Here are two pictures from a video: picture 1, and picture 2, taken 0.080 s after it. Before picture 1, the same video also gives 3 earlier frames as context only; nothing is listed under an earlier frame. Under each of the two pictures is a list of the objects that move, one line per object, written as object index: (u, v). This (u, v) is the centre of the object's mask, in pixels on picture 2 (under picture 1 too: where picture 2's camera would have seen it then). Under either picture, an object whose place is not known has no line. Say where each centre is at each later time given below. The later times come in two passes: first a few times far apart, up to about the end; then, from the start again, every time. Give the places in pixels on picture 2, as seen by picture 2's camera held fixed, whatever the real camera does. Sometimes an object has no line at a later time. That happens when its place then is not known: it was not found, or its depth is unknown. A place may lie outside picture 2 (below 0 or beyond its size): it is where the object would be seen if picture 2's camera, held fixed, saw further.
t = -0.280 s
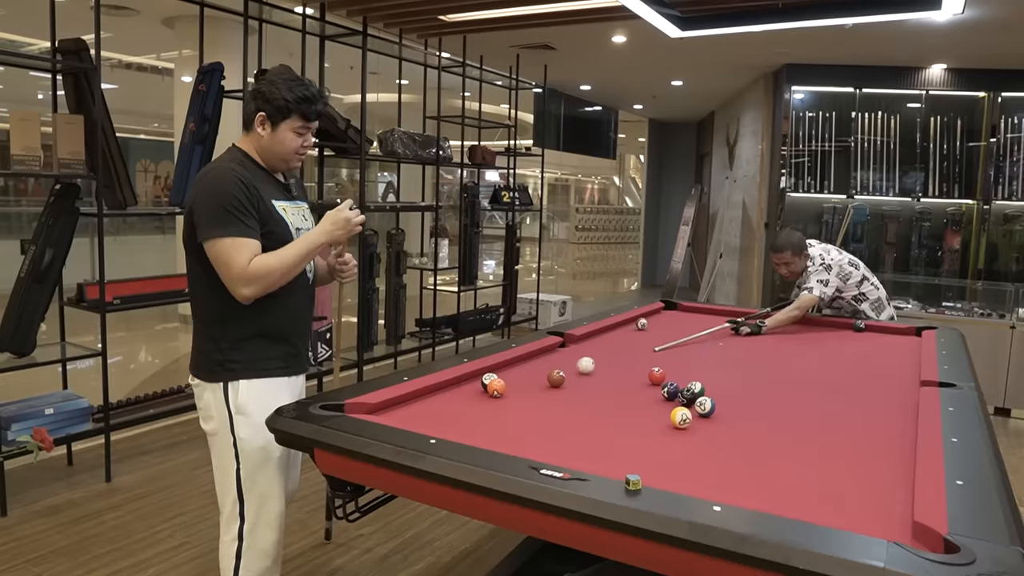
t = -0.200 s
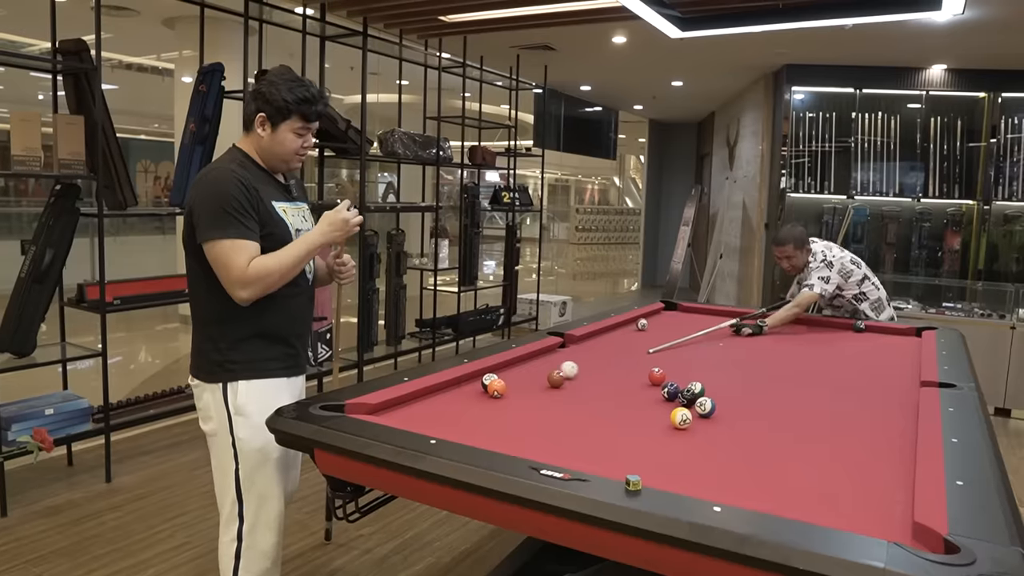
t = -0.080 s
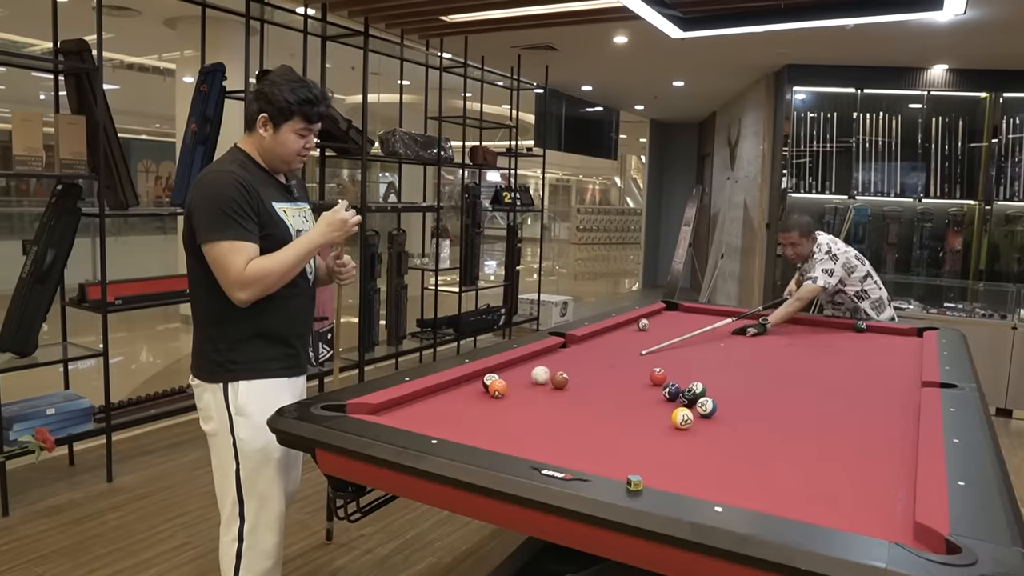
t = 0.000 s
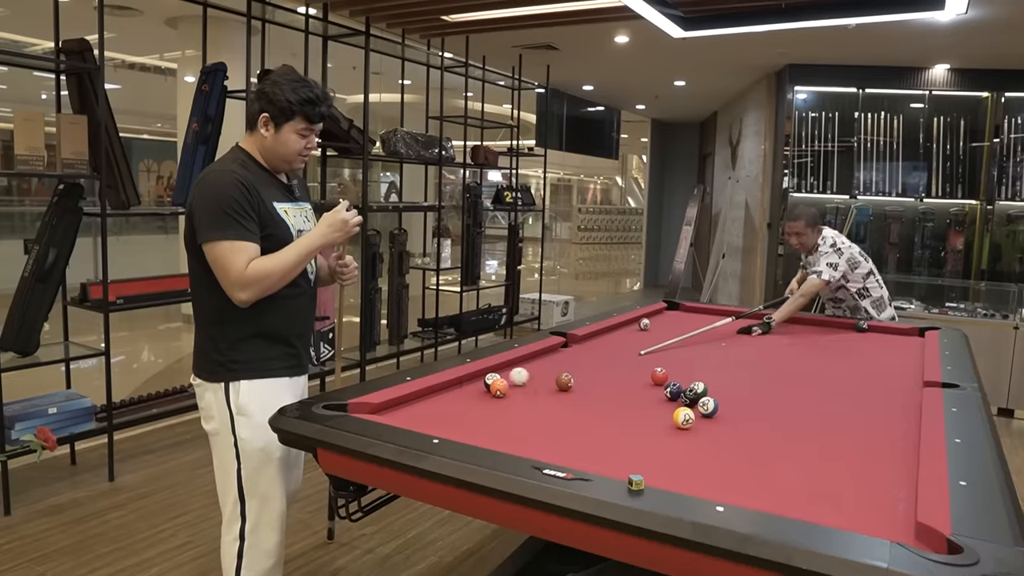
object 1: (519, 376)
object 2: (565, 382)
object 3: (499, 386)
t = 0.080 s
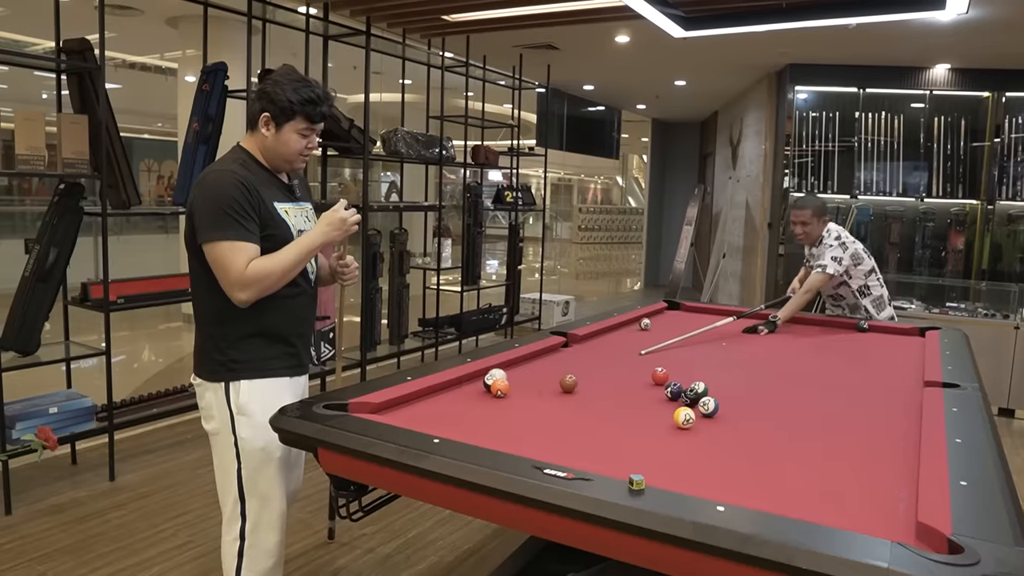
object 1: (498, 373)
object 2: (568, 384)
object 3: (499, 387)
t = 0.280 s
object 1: (489, 377)
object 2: (577, 388)
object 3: (508, 394)
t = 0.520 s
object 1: (510, 380)
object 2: (588, 394)
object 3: (518, 401)
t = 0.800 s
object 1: (535, 383)
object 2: (599, 401)
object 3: (529, 410)
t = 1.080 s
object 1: (558, 386)
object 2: (610, 408)
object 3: (540, 418)
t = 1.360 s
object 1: (578, 388)
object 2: (621, 414)
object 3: (551, 427)
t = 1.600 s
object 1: (595, 390)
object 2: (629, 418)
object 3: (560, 433)
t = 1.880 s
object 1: (612, 392)
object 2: (638, 424)
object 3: (570, 441)
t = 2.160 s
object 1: (627, 394)
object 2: (645, 428)
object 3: (579, 448)
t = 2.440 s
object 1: (640, 396)
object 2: (652, 431)
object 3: (588, 453)
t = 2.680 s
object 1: (649, 397)
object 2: (657, 434)
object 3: (594, 456)
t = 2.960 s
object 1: (657, 398)
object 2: (660, 436)
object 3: (600, 459)
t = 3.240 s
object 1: (663, 399)
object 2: (662, 438)
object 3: (605, 462)
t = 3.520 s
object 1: (666, 399)
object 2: (663, 438)
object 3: (608, 464)
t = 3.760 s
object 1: (668, 400)
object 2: (663, 438)
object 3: (609, 462)
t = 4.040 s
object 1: (668, 400)
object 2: (663, 438)
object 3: (609, 463)
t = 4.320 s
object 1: (667, 400)
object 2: (663, 438)
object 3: (609, 462)
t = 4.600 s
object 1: (668, 400)
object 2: (663, 438)
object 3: (609, 462)
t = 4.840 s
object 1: (668, 400)
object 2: (663, 438)
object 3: (609, 462)
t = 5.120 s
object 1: (668, 400)
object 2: (663, 438)
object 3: (609, 462)
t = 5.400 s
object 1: (668, 400)
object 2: (663, 438)
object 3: (609, 462)
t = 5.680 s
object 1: (668, 400)
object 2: (663, 438)
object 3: (609, 462)
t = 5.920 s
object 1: (667, 400)
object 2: (663, 438)
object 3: (608, 462)
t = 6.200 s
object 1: (668, 400)
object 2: (663, 438)
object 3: (609, 462)
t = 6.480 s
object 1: (667, 400)
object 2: (663, 438)
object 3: (609, 462)
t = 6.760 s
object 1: (667, 400)
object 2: (663, 438)
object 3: (609, 462)
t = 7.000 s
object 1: (667, 400)
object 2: (663, 438)
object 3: (609, 462)
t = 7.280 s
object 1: (667, 400)
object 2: (663, 438)
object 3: (608, 462)
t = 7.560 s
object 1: (667, 400)
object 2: (663, 438)
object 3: (608, 462)
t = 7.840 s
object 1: (667, 400)
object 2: (663, 438)
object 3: (608, 464)
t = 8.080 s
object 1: (667, 400)
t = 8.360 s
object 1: (667, 400)
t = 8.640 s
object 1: (667, 400)
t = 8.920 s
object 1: (667, 400)
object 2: (663, 438)
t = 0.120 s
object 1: (487, 373)
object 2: (570, 384)
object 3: (500, 388)
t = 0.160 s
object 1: (476, 374)
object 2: (572, 385)
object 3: (503, 390)
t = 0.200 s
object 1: (480, 373)
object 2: (574, 386)
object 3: (505, 392)
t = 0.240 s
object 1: (487, 375)
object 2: (575, 387)
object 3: (507, 393)
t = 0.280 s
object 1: (489, 377)
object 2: (577, 388)
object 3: (508, 394)
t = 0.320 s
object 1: (492, 378)
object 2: (579, 390)
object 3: (510, 395)
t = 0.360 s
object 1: (496, 379)
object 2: (581, 390)
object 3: (512, 396)
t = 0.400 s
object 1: (500, 379)
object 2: (582, 391)
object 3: (513, 398)
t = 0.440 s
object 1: (503, 379)
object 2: (584, 393)
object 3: (515, 399)
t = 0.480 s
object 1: (507, 380)
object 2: (586, 393)
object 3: (517, 400)
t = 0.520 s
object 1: (510, 380)
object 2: (588, 394)
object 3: (518, 401)
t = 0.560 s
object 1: (514, 381)
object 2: (589, 396)
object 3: (520, 403)
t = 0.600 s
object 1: (517, 381)
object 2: (591, 396)
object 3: (522, 404)
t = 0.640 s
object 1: (521, 382)
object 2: (592, 397)
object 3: (523, 405)
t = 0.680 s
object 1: (525, 382)
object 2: (594, 398)
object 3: (525, 407)
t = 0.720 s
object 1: (528, 382)
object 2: (596, 399)
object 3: (526, 407)
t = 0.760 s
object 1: (532, 383)
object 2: (597, 400)
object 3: (528, 409)
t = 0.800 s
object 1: (535, 383)
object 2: (599, 401)
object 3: (529, 410)
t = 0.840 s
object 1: (538, 383)
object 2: (601, 402)
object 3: (531, 411)
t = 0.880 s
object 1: (542, 384)
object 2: (603, 403)
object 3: (533, 412)
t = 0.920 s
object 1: (545, 384)
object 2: (604, 404)
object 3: (534, 414)
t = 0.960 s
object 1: (548, 385)
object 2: (606, 405)
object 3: (536, 415)
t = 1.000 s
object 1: (551, 385)
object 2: (607, 406)
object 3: (537, 416)
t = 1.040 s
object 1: (554, 385)
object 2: (609, 407)
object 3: (539, 417)
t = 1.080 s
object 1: (558, 386)
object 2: (610, 408)
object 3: (540, 418)
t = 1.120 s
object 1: (561, 386)
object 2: (612, 409)
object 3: (542, 420)
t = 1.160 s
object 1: (564, 387)
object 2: (613, 409)
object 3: (544, 421)
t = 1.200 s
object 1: (567, 387)
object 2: (615, 410)
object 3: (546, 422)
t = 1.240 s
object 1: (570, 387)
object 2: (617, 411)
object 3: (547, 423)
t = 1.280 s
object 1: (573, 388)
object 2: (618, 412)
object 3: (548, 424)
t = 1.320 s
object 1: (575, 388)
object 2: (620, 413)
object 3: (550, 425)
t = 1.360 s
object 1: (578, 388)
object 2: (621, 414)
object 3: (551, 427)
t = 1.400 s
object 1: (581, 388)
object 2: (623, 414)
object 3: (553, 428)
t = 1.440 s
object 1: (584, 389)
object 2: (624, 415)
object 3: (554, 429)
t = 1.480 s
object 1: (587, 389)
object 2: (625, 416)
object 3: (556, 430)
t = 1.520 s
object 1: (590, 389)
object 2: (627, 417)
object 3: (557, 431)
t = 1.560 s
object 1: (592, 390)
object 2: (628, 417)
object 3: (558, 432)
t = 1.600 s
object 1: (595, 390)
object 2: (629, 418)
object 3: (560, 433)
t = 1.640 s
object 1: (597, 390)
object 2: (630, 419)
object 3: (562, 435)
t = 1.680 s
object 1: (600, 391)
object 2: (632, 419)
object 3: (564, 436)
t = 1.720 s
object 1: (602, 391)
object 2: (633, 420)
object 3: (565, 437)
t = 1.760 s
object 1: (605, 391)
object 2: (635, 421)
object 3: (566, 438)
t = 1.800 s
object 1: (607, 391)
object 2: (636, 422)
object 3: (567, 439)
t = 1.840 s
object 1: (609, 392)
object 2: (637, 423)
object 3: (569, 440)
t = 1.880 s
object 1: (612, 392)
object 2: (638, 424)
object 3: (570, 441)
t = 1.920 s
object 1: (614, 392)
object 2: (639, 424)
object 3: (572, 442)
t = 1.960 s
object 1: (616, 393)
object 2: (640, 425)
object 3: (573, 443)
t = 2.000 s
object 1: (619, 393)
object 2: (641, 425)
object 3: (574, 444)
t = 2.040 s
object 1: (621, 393)
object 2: (642, 426)
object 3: (575, 445)
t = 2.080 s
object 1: (623, 393)
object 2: (643, 427)
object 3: (577, 446)
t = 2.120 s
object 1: (625, 394)
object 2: (644, 427)
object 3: (579, 447)
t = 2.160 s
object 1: (627, 394)
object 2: (645, 428)
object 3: (579, 448)
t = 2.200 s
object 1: (629, 394)
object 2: (646, 428)
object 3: (581, 449)
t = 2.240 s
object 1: (631, 394)
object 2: (647, 429)
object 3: (582, 450)
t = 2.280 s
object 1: (633, 394)
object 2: (648, 430)
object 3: (583, 450)
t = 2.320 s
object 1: (635, 395)
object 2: (649, 430)
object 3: (584, 451)
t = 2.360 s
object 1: (636, 395)
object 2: (650, 430)
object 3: (585, 452)
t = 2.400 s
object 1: (638, 395)
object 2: (651, 431)
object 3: (587, 452)
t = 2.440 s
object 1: (640, 396)
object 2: (652, 431)
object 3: (588, 453)
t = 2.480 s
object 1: (641, 396)
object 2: (653, 432)
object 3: (589, 454)
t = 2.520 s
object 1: (643, 396)
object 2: (654, 432)
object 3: (590, 454)
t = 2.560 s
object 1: (645, 396)
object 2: (654, 433)
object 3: (591, 455)
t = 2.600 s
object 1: (646, 396)
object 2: (655, 433)
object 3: (592, 455)
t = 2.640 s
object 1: (647, 397)
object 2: (656, 433)
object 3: (593, 456)
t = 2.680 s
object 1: (649, 397)
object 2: (657, 434)
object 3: (594, 456)
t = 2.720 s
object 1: (650, 397)
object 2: (657, 434)
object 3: (595, 457)
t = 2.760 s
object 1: (651, 397)
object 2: (658, 435)
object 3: (596, 457)
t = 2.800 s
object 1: (653, 397)
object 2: (658, 435)
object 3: (597, 458)
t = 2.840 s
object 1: (654, 397)
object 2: (659, 435)
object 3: (598, 458)
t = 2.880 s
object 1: (655, 397)
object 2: (659, 436)
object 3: (599, 458)
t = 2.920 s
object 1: (656, 398)
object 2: (660, 436)
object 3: (599, 459)
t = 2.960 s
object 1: (657, 398)
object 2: (660, 436)
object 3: (600, 459)
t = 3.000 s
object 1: (658, 398)
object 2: (661, 436)
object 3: (601, 460)
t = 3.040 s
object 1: (659, 398)
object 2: (661, 437)
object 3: (602, 460)
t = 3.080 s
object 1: (660, 398)
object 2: (661, 437)
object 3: (602, 461)
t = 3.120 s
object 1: (661, 398)
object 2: (662, 437)
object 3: (603, 461)
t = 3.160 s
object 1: (661, 398)
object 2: (662, 437)
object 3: (603, 462)
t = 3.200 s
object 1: (662, 398)
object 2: (662, 437)
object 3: (604, 462)
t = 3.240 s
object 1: (663, 399)
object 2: (662, 438)
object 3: (605, 462)
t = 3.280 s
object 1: (664, 399)
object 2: (663, 438)
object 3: (605, 463)
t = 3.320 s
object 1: (664, 399)
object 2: (663, 438)
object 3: (607, 464)
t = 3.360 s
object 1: (665, 399)
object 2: (663, 438)
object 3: (606, 464)
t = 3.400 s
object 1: (665, 399)
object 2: (663, 438)
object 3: (607, 464)
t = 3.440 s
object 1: (666, 399)
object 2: (663, 438)
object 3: (607, 462)
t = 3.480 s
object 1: (666, 399)
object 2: (663, 438)
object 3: (608, 462)
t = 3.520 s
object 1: (666, 399)
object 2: (663, 438)
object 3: (608, 464)
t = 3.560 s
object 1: (667, 400)
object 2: (663, 438)
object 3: (608, 464)
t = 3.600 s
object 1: (667, 400)
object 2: (663, 438)
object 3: (609, 462)
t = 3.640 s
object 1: (667, 400)
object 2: (663, 438)
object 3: (609, 462)
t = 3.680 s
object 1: (668, 400)
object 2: (663, 438)
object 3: (609, 462)
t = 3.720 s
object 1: (668, 400)
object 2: (663, 438)
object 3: (609, 463)
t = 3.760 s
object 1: (668, 400)
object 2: (663, 438)
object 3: (609, 462)
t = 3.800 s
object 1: (668, 400)
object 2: (663, 438)
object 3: (609, 462)
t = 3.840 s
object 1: (668, 400)
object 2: (663, 438)
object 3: (609, 463)
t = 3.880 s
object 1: (668, 400)
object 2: (663, 438)
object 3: (609, 463)
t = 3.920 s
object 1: (668, 400)
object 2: (663, 438)
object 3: (609, 463)
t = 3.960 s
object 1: (668, 400)
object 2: (663, 438)
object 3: (609, 462)
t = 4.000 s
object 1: (668, 400)
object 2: (663, 438)
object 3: (609, 463)
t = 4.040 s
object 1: (668, 400)
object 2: (663, 438)
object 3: (609, 463)
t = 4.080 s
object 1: (668, 400)
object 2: (663, 438)
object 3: (609, 462)
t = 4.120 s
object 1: (668, 400)
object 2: (663, 438)
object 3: (609, 462)
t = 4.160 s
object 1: (668, 400)
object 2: (663, 438)
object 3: (609, 462)
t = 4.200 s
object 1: (668, 400)
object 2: (663, 438)
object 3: (609, 462)
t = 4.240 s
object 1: (668, 400)
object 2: (663, 438)
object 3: (609, 462)
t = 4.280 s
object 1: (668, 400)
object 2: (663, 438)
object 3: (609, 462)
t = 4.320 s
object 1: (667, 400)
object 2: (663, 438)
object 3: (609, 462)
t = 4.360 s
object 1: (668, 400)
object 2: (663, 438)
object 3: (609, 462)
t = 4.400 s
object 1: (668, 400)
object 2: (663, 438)
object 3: (609, 462)
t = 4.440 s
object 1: (668, 400)
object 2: (663, 438)
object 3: (609, 462)
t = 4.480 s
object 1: (667, 400)
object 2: (663, 438)
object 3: (609, 462)
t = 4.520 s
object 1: (668, 400)
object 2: (663, 438)
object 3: (609, 462)
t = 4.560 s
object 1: (668, 400)
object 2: (663, 438)
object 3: (609, 462)
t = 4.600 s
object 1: (668, 400)
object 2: (663, 438)
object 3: (609, 462)
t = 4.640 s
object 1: (667, 400)
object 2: (663, 438)
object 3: (609, 462)
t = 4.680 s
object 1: (668, 400)
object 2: (663, 438)
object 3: (609, 462)
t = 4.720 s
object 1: (668, 400)
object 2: (663, 438)
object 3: (609, 462)
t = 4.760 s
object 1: (667, 400)
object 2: (663, 438)
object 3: (609, 462)
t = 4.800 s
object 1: (668, 400)
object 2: (663, 438)
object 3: (609, 462)
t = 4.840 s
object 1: (668, 400)
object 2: (663, 438)
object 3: (609, 462)
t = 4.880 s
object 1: (667, 400)
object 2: (663, 438)
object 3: (609, 462)
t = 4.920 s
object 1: (668, 400)
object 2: (663, 438)
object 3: (609, 462)
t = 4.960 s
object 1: (667, 400)
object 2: (663, 438)
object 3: (609, 462)
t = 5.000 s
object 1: (668, 400)
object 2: (663, 438)
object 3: (609, 462)
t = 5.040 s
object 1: (668, 399)
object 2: (663, 438)
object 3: (609, 462)
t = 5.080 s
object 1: (668, 400)
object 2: (663, 438)
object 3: (609, 462)
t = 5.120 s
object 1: (668, 400)
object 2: (663, 438)
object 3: (609, 462)
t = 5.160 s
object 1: (667, 400)
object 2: (663, 438)
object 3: (609, 462)
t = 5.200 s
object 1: (668, 400)
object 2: (663, 438)
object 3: (609, 462)
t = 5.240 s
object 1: (667, 400)
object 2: (663, 438)
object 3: (609, 462)
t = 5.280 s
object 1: (667, 400)
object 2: (663, 438)
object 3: (609, 462)
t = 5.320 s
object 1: (667, 400)
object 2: (663, 438)
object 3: (609, 462)
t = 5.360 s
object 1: (667, 400)
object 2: (663, 438)
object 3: (609, 462)
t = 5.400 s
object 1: (668, 400)
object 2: (663, 438)
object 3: (609, 462)
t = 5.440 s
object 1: (668, 400)
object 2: (663, 438)
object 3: (609, 462)
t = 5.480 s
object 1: (668, 400)
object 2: (663, 438)
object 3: (609, 462)
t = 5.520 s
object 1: (667, 400)
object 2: (663, 438)
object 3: (609, 462)
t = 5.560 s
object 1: (667, 400)
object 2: (663, 438)
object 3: (609, 462)
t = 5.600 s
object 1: (668, 400)
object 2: (663, 438)
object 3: (609, 462)
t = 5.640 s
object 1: (667, 400)
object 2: (663, 438)
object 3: (609, 462)
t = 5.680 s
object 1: (668, 400)
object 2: (663, 438)
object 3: (609, 462)
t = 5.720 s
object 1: (667, 400)
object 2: (663, 438)
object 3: (609, 462)
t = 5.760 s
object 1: (667, 400)
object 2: (663, 438)
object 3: (609, 462)
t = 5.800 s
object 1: (667, 400)
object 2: (663, 438)
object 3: (609, 462)
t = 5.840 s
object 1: (667, 400)
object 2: (663, 438)
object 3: (609, 462)
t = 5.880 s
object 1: (667, 400)
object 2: (663, 438)
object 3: (609, 462)
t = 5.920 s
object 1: (667, 400)
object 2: (663, 438)
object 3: (608, 462)
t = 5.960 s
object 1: (667, 400)
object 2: (663, 438)
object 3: (609, 462)
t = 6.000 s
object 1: (667, 400)
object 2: (663, 438)
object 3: (609, 462)
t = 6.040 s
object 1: (667, 400)
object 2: (663, 438)
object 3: (609, 462)
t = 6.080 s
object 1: (667, 400)
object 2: (663, 438)
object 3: (609, 462)
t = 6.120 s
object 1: (667, 400)
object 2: (663, 438)
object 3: (609, 462)
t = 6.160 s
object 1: (668, 400)
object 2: (663, 438)
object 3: (609, 462)
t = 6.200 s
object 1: (668, 400)
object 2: (663, 438)
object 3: (609, 462)
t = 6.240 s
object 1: (667, 400)
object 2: (663, 438)
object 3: (609, 462)
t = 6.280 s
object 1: (668, 400)
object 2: (663, 438)
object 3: (609, 462)
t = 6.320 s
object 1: (667, 400)
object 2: (663, 438)
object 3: (609, 462)
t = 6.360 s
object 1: (668, 400)
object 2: (663, 438)
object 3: (609, 462)
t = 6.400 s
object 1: (667, 400)
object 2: (663, 438)
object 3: (609, 462)
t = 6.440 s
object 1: (667, 400)
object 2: (663, 438)
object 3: (609, 462)
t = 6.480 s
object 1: (667, 400)
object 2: (663, 438)
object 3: (609, 462)
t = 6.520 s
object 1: (667, 400)
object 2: (663, 438)
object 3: (609, 462)
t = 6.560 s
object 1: (668, 400)
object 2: (663, 438)
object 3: (609, 462)
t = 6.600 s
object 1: (667, 400)
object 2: (663, 438)
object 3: (609, 462)
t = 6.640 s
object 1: (668, 400)
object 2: (663, 438)
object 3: (609, 462)
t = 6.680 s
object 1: (667, 400)
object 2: (663, 438)
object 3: (609, 462)
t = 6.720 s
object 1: (668, 400)
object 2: (663, 438)
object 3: (609, 462)
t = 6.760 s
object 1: (667, 400)
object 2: (663, 438)
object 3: (609, 462)
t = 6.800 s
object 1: (667, 400)
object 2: (663, 438)
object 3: (609, 463)
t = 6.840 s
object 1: (667, 400)
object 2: (663, 438)
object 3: (609, 462)
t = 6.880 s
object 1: (667, 400)
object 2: (663, 438)
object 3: (609, 462)
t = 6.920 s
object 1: (667, 400)
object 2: (663, 438)
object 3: (609, 463)
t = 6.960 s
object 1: (667, 400)
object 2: (663, 438)
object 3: (608, 462)
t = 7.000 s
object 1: (667, 400)
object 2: (663, 438)
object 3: (609, 462)
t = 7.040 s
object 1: (668, 400)
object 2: (663, 438)
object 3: (609, 462)
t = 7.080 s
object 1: (667, 400)
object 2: (663, 438)
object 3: (609, 462)
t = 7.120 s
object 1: (667, 400)
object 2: (663, 438)
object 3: (609, 462)
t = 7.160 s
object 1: (667, 400)
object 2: (663, 438)
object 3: (609, 462)
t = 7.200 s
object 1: (667, 400)
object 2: (663, 438)
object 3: (608, 462)
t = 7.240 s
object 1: (667, 400)
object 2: (663, 438)
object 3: (608, 464)
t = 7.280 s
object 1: (667, 400)
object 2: (663, 438)
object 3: (608, 462)
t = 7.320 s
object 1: (667, 400)
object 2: (663, 438)
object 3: (608, 462)
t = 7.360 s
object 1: (667, 400)
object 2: (663, 438)
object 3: (608, 462)
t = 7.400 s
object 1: (667, 400)
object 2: (663, 438)
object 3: (608, 462)
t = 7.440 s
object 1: (667, 400)
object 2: (663, 438)
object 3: (608, 462)
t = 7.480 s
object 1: (667, 400)
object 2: (663, 438)
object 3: (608, 463)
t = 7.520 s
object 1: (667, 400)
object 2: (663, 438)
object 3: (608, 462)
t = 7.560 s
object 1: (667, 400)
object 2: (663, 438)
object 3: (608, 462)
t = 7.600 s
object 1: (667, 400)
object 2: (663, 438)
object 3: (608, 462)
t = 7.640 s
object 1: (667, 400)
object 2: (663, 438)
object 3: (608, 464)
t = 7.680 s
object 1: (667, 400)
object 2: (663, 438)
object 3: (608, 464)
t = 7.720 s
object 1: (667, 400)
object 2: (663, 438)
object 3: (608, 464)
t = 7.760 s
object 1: (667, 400)
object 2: (663, 438)
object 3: (608, 462)
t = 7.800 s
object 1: (668, 400)
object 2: (663, 438)
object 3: (609, 462)
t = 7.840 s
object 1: (667, 400)
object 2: (663, 438)
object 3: (608, 464)
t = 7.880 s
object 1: (667, 400)
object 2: (663, 438)
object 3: (608, 464)
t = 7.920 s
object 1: (667, 400)
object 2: (663, 438)
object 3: (608, 464)
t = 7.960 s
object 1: (667, 400)
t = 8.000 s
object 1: (667, 400)
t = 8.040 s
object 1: (667, 400)
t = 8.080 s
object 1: (667, 400)
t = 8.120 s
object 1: (667, 400)
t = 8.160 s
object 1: (667, 400)
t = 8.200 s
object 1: (667, 400)
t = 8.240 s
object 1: (667, 400)
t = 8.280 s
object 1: (667, 400)
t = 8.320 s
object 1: (667, 400)
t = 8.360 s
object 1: (667, 400)
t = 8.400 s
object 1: (667, 400)
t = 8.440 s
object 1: (667, 400)
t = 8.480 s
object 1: (667, 400)
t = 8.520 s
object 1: (667, 400)
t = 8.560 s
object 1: (667, 400)
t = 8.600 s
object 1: (667, 400)
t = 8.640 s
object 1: (667, 400)
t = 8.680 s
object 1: (667, 400)
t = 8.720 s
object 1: (667, 400)
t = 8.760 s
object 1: (667, 400)
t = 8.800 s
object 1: (667, 400)
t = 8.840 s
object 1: (667, 400)
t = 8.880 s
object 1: (667, 400)
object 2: (663, 438)
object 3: (608, 464)
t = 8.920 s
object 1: (667, 400)
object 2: (663, 438)
